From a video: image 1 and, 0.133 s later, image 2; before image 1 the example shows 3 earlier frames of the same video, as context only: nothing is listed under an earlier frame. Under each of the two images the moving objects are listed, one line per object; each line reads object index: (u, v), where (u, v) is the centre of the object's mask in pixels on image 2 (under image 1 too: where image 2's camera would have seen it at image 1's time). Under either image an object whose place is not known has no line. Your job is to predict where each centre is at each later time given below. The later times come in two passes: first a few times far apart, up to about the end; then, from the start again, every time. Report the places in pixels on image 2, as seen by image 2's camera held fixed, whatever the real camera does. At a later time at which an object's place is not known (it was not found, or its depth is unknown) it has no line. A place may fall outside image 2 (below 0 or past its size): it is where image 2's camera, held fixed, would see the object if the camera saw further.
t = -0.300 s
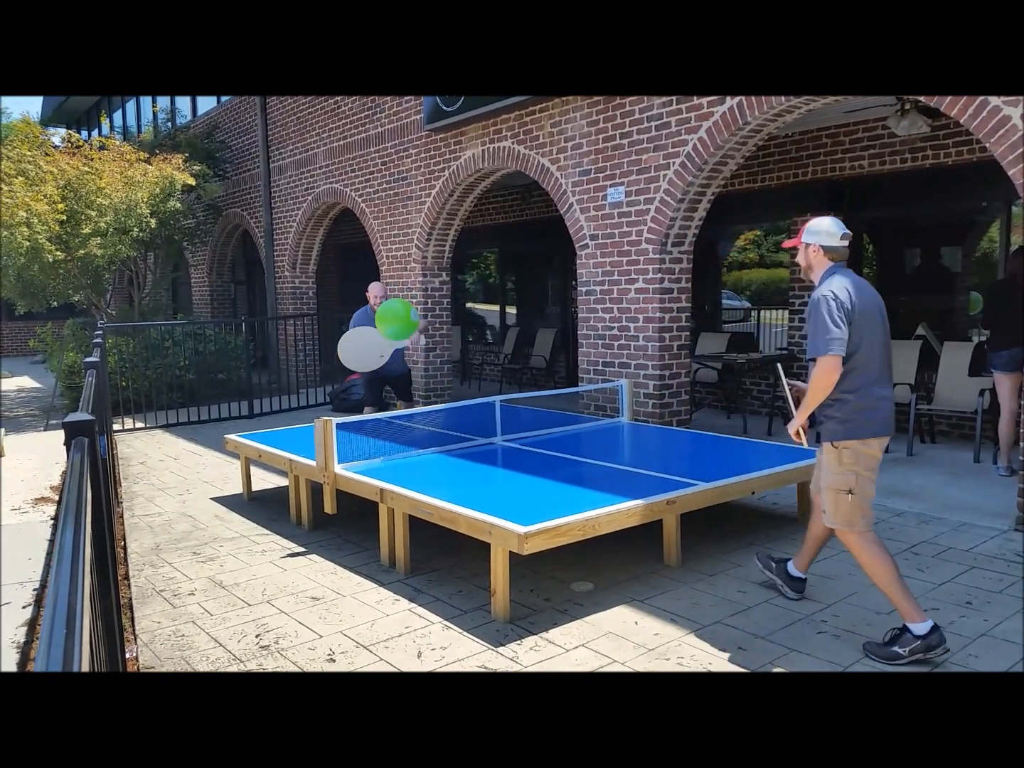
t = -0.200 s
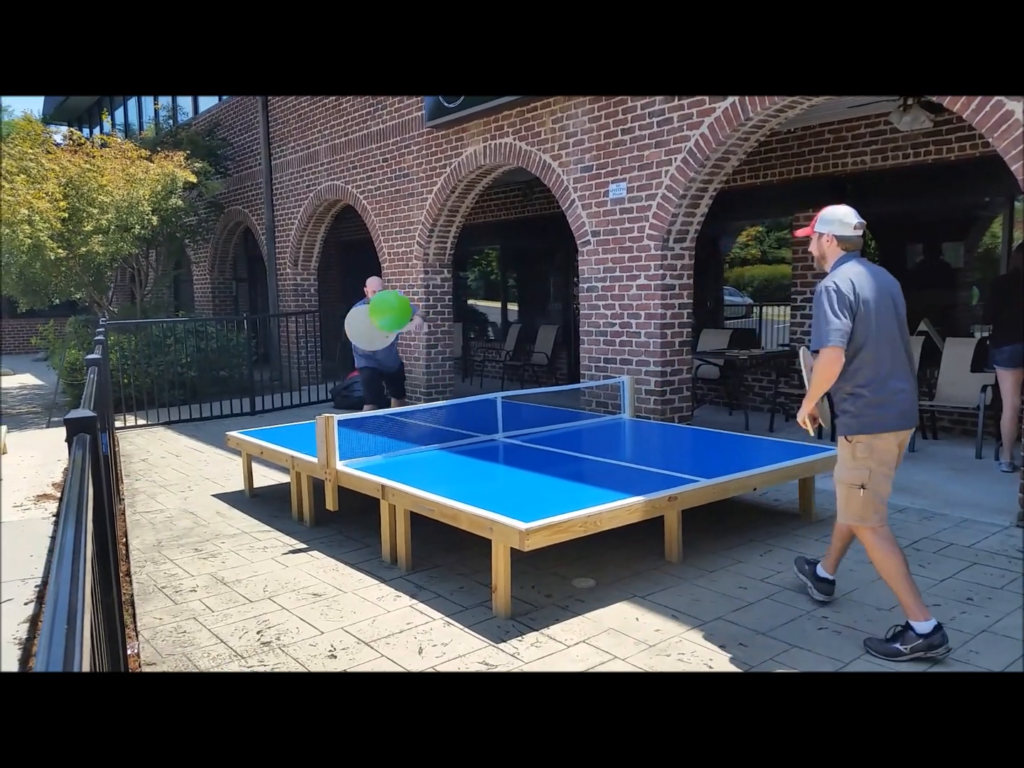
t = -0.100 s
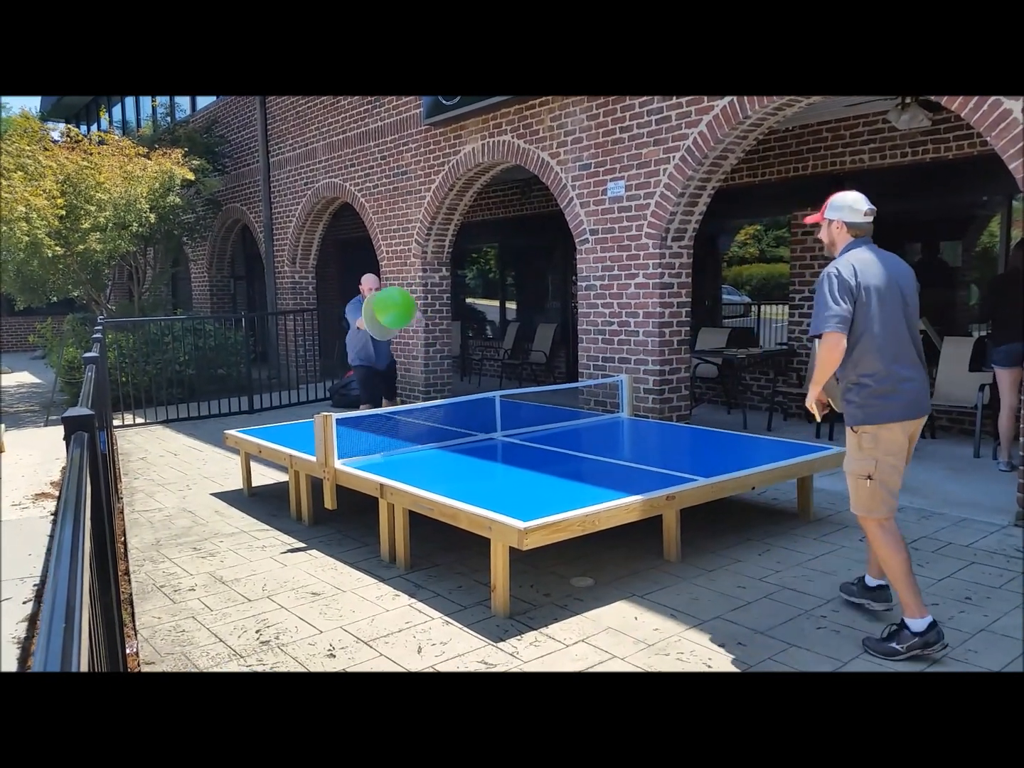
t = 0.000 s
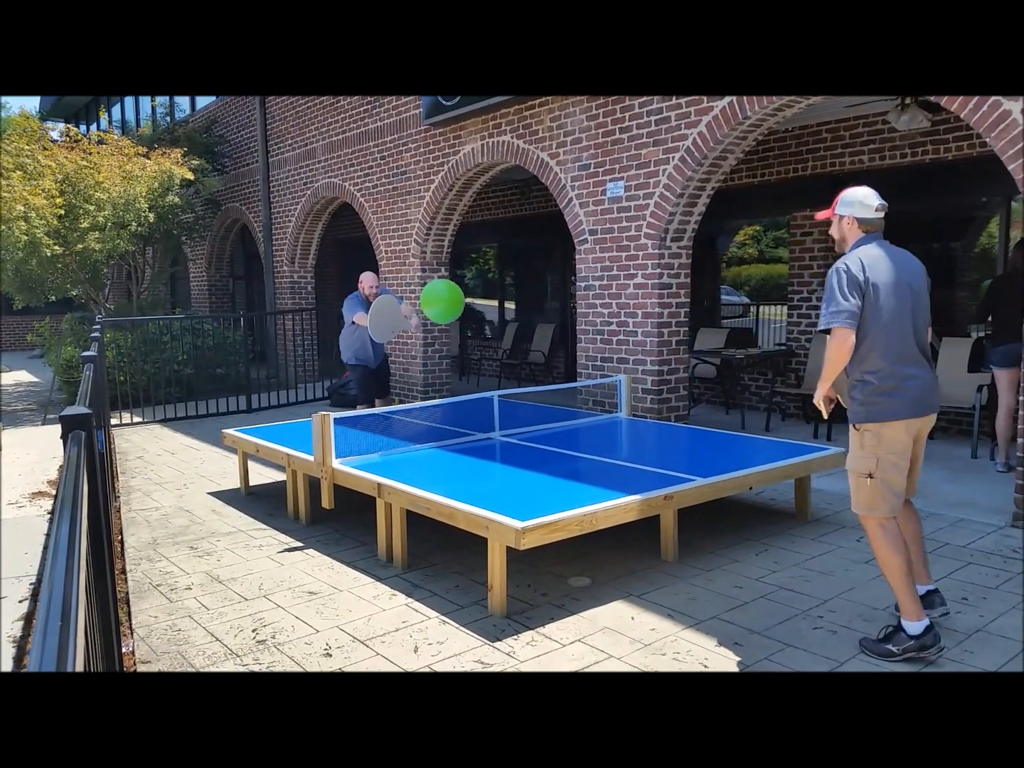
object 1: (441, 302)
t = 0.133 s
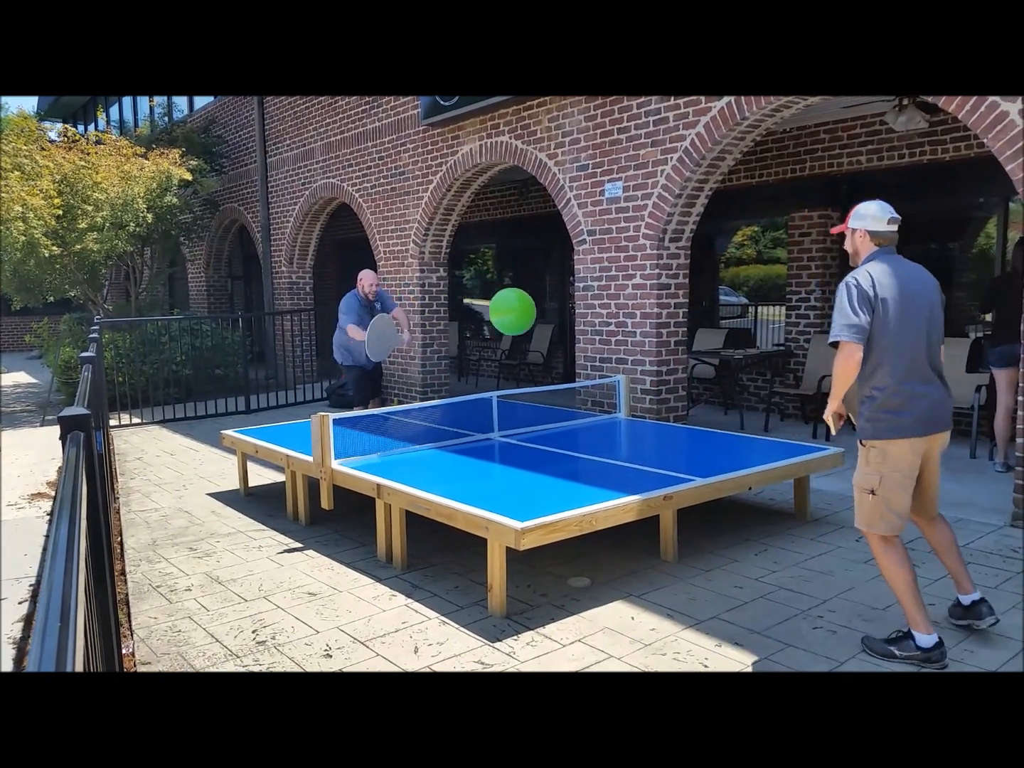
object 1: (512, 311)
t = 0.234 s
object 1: (569, 334)
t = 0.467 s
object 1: (698, 408)
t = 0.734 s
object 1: (795, 334)
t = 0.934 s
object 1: (872, 339)
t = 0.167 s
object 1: (531, 317)
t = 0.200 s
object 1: (550, 325)
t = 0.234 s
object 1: (569, 334)
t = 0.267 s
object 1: (589, 345)
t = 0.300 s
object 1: (609, 358)
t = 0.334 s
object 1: (628, 372)
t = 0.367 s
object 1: (648, 389)
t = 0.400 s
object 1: (668, 406)
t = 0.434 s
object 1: (686, 422)
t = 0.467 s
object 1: (698, 408)
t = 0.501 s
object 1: (710, 395)
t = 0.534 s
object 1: (721, 382)
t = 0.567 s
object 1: (733, 371)
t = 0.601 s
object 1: (745, 361)
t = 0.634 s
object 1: (757, 353)
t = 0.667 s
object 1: (770, 346)
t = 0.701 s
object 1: (783, 339)
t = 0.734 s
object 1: (795, 334)
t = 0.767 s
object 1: (808, 331)
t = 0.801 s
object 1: (822, 330)
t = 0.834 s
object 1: (835, 330)
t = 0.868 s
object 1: (848, 332)
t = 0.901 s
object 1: (861, 335)
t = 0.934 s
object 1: (872, 339)
